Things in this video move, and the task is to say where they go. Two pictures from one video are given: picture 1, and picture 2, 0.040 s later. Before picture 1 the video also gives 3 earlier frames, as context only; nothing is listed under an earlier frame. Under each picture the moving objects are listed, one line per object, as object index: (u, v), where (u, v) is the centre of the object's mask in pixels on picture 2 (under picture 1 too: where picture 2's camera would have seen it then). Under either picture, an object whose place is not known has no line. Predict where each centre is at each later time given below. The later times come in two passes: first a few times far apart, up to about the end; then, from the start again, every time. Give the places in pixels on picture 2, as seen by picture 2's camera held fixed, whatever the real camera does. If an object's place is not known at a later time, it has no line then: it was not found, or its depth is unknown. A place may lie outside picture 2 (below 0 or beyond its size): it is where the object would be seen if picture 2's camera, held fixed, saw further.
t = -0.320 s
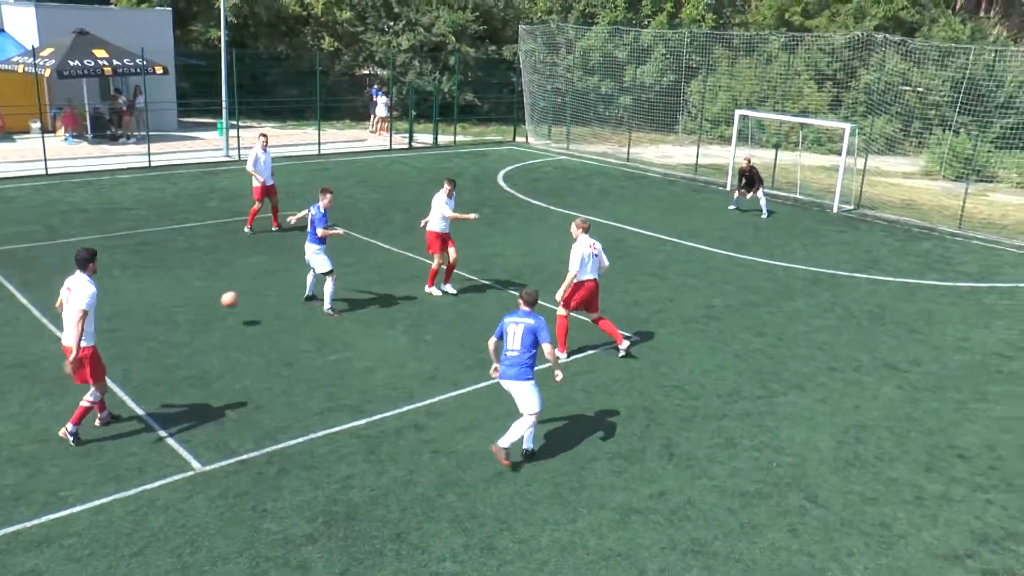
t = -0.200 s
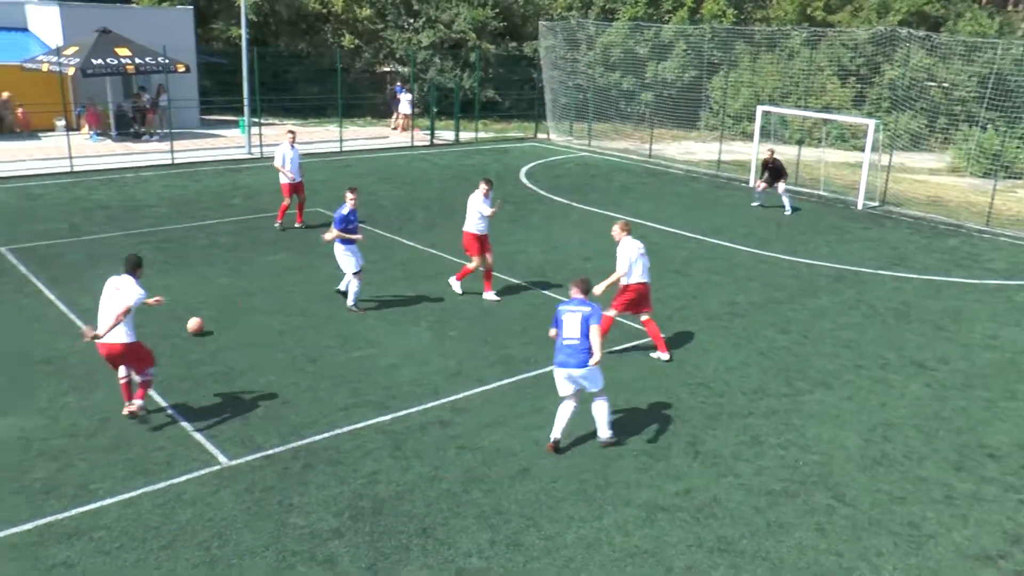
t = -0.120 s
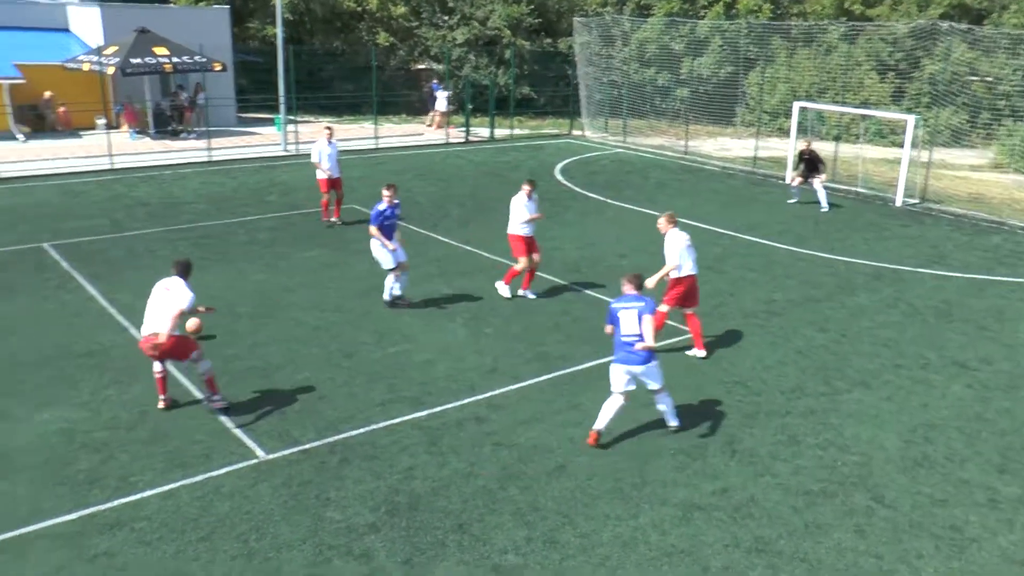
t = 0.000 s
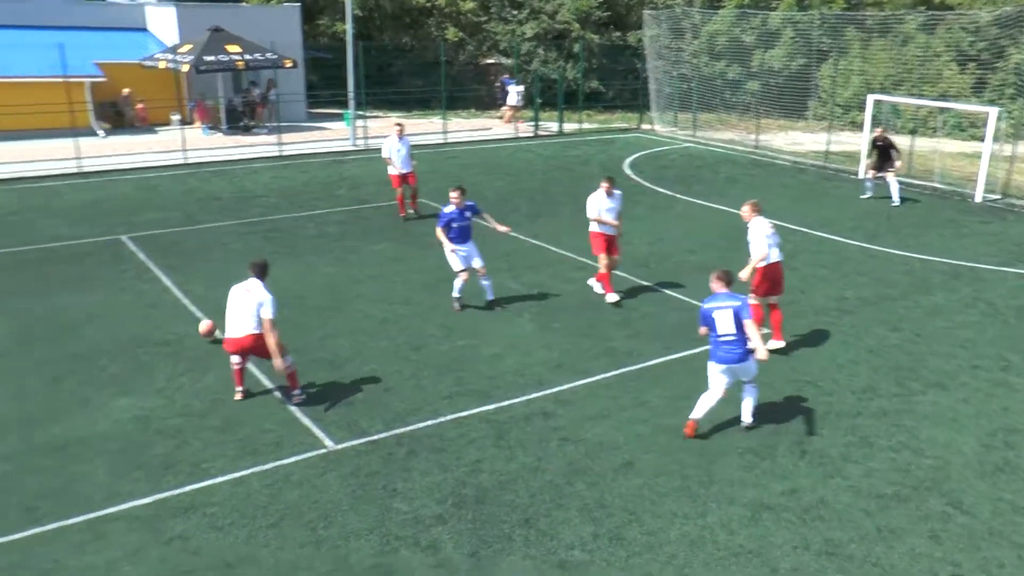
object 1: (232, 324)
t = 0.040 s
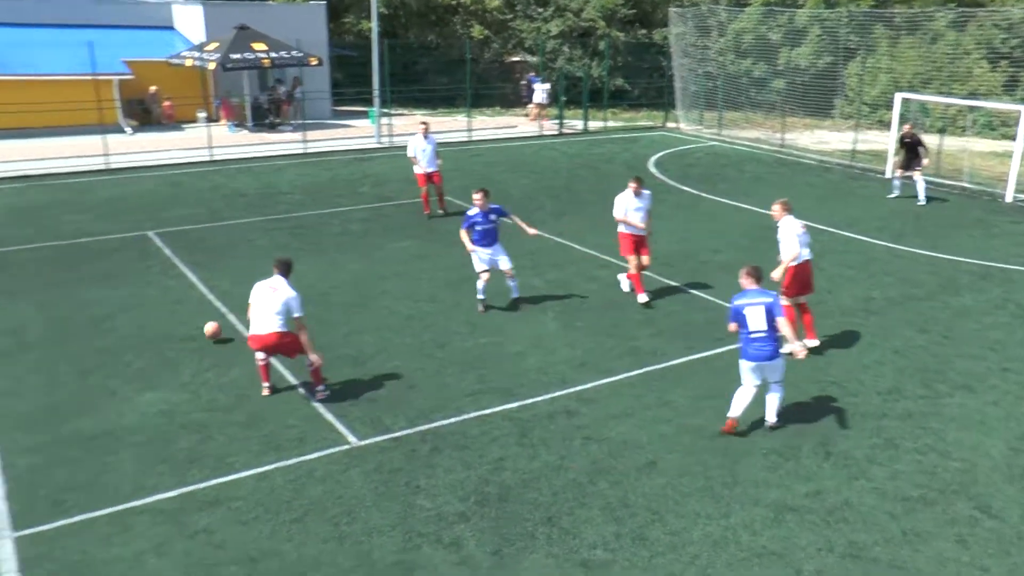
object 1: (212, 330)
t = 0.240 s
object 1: (110, 347)
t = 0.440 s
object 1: (1, 374)
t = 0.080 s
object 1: (192, 337)
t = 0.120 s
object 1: (172, 340)
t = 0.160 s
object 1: (151, 341)
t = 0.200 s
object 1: (131, 343)
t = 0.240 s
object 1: (110, 347)
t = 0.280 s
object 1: (88, 352)
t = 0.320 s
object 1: (67, 359)
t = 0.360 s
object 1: (46, 367)
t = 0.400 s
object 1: (24, 371)
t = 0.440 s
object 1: (1, 374)
